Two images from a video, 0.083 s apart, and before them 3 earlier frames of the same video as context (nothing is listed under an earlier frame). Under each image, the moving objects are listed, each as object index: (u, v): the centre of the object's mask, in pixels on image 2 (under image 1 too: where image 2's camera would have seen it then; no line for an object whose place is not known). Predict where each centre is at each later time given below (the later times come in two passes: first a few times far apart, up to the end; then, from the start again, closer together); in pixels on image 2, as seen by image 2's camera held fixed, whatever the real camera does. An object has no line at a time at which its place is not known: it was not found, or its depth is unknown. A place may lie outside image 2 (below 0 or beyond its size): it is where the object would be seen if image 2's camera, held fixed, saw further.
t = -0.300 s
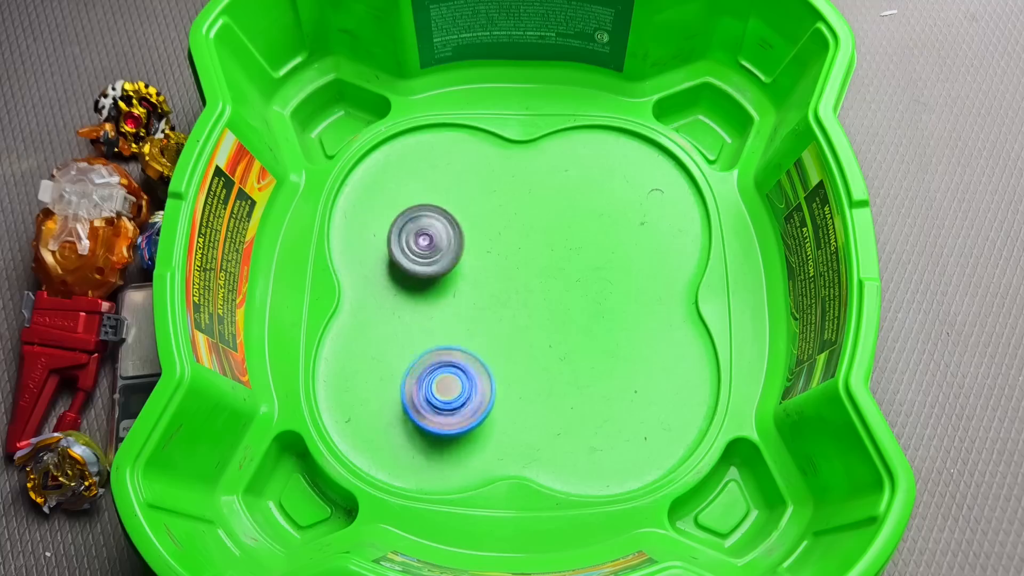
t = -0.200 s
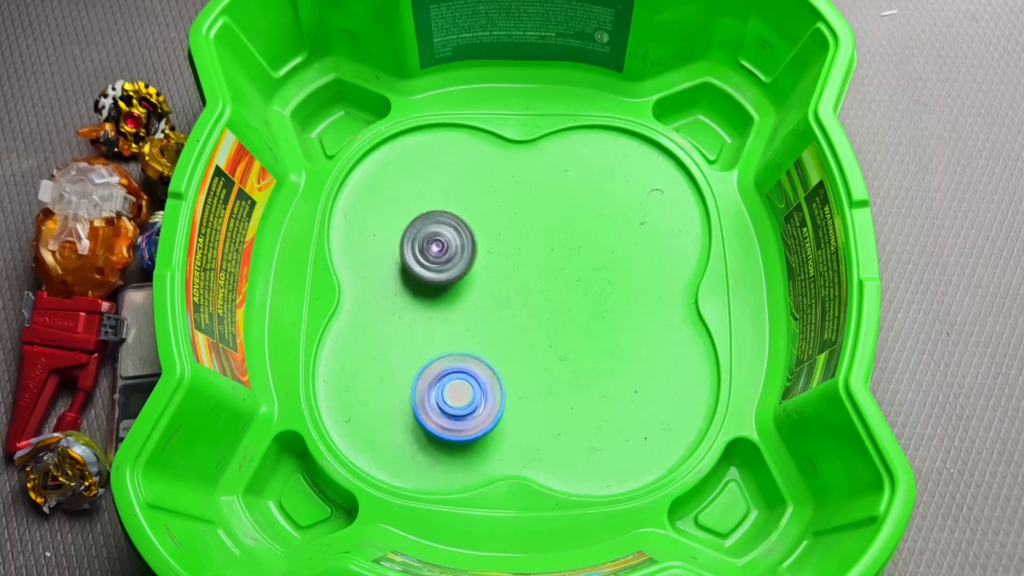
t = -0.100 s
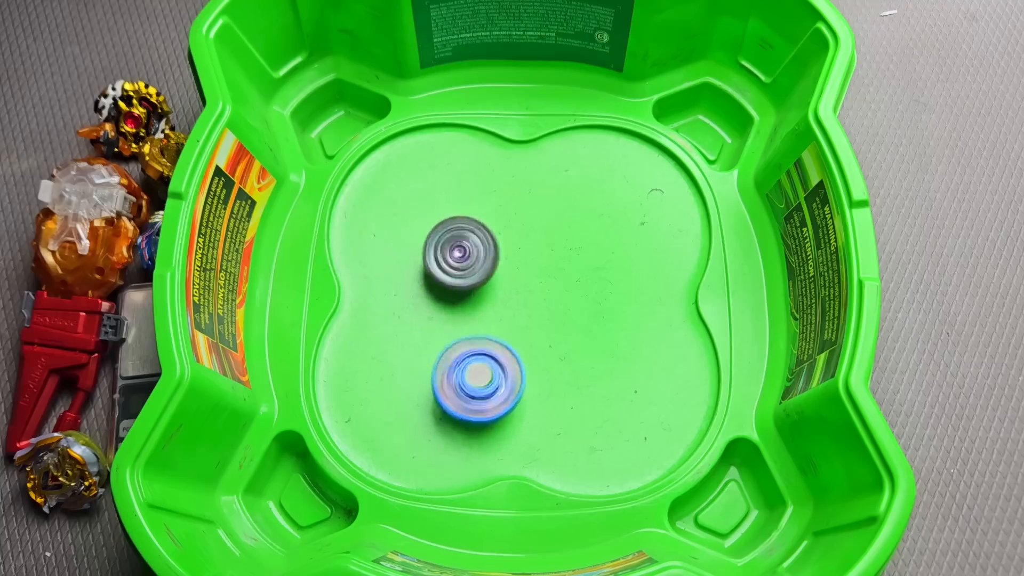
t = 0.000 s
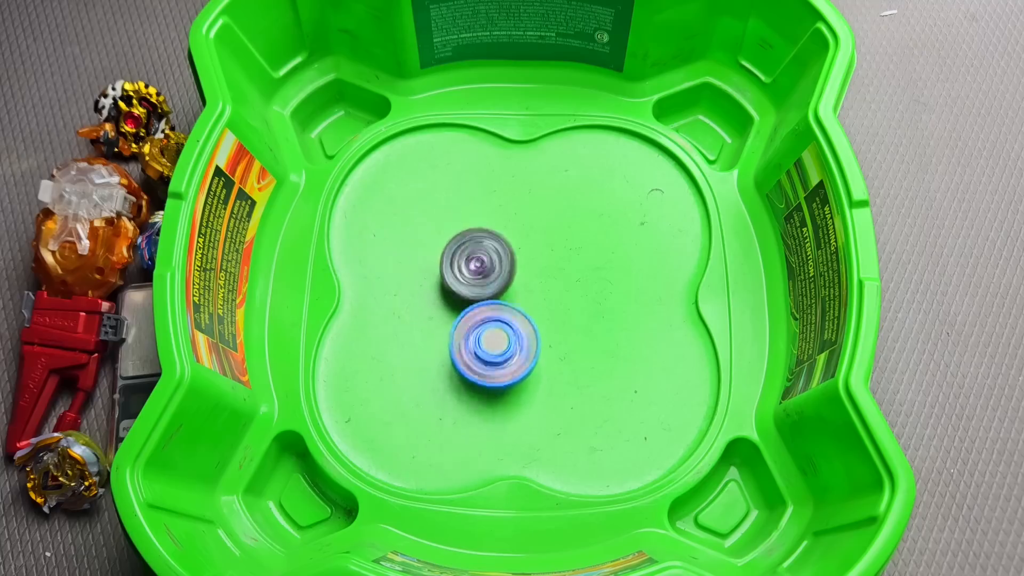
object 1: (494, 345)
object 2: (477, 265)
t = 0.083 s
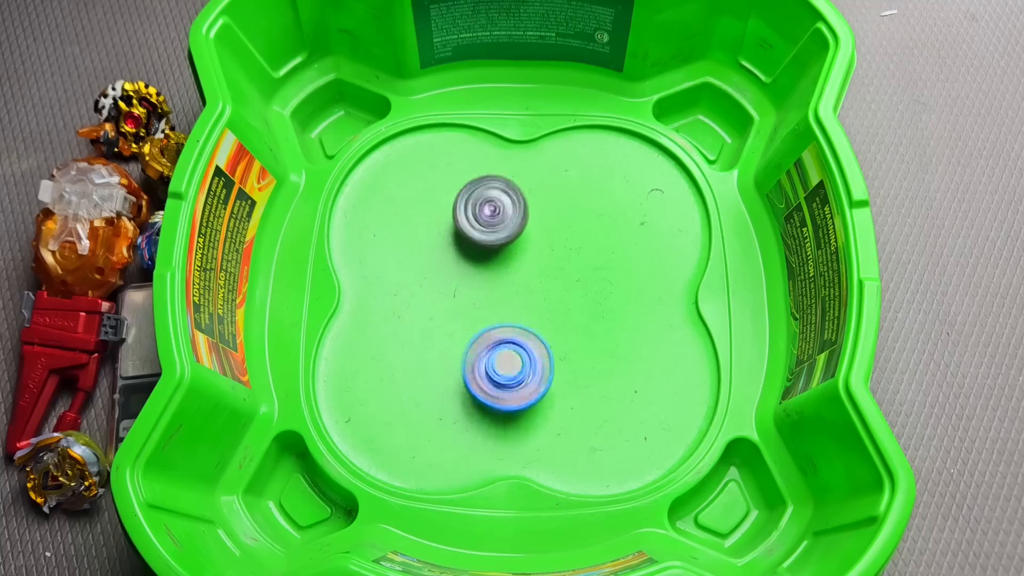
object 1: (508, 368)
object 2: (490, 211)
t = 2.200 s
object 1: (456, 259)
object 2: (571, 160)
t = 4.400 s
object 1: (546, 363)
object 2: (462, 265)
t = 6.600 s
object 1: (524, 249)
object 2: (544, 364)
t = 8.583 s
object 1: (539, 257)
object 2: (470, 288)
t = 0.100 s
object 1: (511, 369)
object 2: (494, 206)
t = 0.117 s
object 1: (515, 371)
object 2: (496, 202)
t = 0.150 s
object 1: (522, 370)
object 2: (501, 200)
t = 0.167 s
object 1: (526, 369)
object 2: (503, 198)
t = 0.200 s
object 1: (532, 365)
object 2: (506, 200)
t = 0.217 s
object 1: (536, 362)
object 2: (507, 199)
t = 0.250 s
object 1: (540, 354)
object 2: (509, 202)
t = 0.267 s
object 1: (541, 349)
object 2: (510, 203)
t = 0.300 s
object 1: (544, 338)
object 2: (512, 206)
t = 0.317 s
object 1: (544, 333)
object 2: (513, 207)
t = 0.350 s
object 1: (540, 319)
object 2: (514, 212)
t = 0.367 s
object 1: (538, 312)
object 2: (515, 213)
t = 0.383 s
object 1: (534, 304)
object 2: (515, 215)
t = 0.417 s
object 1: (523, 299)
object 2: (516, 214)
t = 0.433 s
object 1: (517, 311)
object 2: (518, 195)
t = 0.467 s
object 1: (507, 334)
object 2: (522, 163)
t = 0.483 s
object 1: (504, 344)
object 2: (526, 151)
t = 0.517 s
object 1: (499, 367)
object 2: (530, 133)
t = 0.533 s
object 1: (497, 378)
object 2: (532, 131)
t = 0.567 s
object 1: (497, 399)
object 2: (534, 138)
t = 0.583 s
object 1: (498, 410)
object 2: (535, 143)
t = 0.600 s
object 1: (499, 420)
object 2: (534, 145)
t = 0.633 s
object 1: (503, 438)
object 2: (533, 154)
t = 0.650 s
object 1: (506, 447)
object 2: (534, 157)
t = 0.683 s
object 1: (515, 458)
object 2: (532, 164)
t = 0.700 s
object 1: (520, 460)
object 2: (533, 167)
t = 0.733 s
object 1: (536, 457)
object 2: (532, 174)
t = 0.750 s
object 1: (542, 455)
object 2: (532, 175)
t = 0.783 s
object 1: (553, 451)
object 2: (531, 179)
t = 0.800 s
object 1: (556, 449)
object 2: (530, 181)
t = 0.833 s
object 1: (560, 444)
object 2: (529, 186)
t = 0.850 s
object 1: (562, 441)
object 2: (527, 189)
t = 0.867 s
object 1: (563, 436)
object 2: (528, 191)
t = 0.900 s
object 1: (564, 426)
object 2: (526, 197)
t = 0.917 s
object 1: (563, 420)
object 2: (526, 197)
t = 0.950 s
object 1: (562, 407)
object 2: (526, 203)
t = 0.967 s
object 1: (560, 399)
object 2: (524, 206)
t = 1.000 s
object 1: (556, 382)
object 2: (524, 211)
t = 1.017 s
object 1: (553, 373)
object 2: (523, 214)
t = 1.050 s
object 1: (544, 354)
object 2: (522, 220)
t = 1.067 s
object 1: (538, 345)
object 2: (523, 224)
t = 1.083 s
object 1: (532, 336)
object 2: (522, 226)
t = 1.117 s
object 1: (517, 318)
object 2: (520, 233)
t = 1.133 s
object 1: (509, 313)
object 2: (519, 236)
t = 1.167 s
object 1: (484, 323)
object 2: (528, 211)
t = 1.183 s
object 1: (474, 327)
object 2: (531, 202)
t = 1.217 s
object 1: (453, 335)
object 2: (537, 185)
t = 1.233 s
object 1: (444, 340)
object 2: (540, 179)
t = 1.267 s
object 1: (428, 350)
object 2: (545, 173)
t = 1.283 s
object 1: (419, 355)
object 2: (546, 171)
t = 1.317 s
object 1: (404, 367)
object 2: (550, 173)
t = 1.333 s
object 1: (398, 373)
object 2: (551, 176)
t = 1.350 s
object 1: (391, 379)
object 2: (552, 179)
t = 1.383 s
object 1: (383, 390)
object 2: (551, 184)
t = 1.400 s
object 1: (380, 396)
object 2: (549, 187)
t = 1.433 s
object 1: (376, 404)
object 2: (546, 190)
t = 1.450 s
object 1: (375, 408)
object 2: (546, 191)
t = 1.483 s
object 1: (375, 414)
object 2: (542, 194)
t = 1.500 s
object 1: (375, 415)
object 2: (541, 194)
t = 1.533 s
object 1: (378, 419)
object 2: (538, 197)
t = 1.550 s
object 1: (380, 419)
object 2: (536, 198)
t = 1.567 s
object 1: (382, 419)
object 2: (535, 199)
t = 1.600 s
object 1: (387, 415)
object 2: (532, 203)
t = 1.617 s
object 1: (391, 414)
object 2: (530, 204)
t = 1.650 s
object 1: (398, 409)
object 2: (528, 207)
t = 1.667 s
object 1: (402, 407)
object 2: (527, 209)
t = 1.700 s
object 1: (412, 400)
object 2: (524, 214)
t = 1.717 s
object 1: (417, 396)
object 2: (524, 214)
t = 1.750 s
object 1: (429, 387)
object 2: (521, 219)
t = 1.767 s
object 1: (436, 381)
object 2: (519, 220)
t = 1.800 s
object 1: (450, 367)
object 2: (516, 224)
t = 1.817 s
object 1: (456, 360)
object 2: (516, 226)
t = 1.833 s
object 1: (461, 351)
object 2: (514, 227)
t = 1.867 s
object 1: (473, 334)
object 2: (511, 231)
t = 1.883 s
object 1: (478, 325)
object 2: (509, 235)
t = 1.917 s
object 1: (482, 311)
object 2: (513, 231)
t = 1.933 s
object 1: (478, 311)
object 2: (520, 221)
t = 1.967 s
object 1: (473, 310)
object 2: (537, 200)
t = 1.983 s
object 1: (472, 309)
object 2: (545, 189)
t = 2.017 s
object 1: (470, 302)
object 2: (555, 176)
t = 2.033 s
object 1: (469, 298)
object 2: (559, 171)
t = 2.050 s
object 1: (468, 293)
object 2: (563, 168)
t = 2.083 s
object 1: (465, 284)
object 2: (569, 165)
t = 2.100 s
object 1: (464, 281)
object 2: (569, 164)
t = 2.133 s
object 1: (461, 272)
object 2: (570, 163)
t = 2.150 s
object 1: (460, 269)
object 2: (571, 160)
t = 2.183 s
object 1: (457, 262)
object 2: (571, 159)
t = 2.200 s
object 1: (456, 259)
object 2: (571, 160)
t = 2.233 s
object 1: (455, 254)
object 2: (571, 161)
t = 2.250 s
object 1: (453, 252)
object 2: (570, 161)
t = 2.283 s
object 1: (453, 248)
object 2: (570, 162)
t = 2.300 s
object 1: (454, 247)
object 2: (570, 164)
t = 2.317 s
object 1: (455, 245)
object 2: (570, 164)
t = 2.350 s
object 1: (457, 244)
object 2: (569, 166)
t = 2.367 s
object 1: (457, 244)
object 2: (569, 168)
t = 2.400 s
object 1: (459, 244)
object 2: (568, 170)
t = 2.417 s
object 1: (461, 243)
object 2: (566, 172)
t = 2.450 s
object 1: (465, 244)
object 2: (565, 175)
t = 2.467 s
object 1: (466, 244)
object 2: (565, 176)
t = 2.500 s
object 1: (472, 245)
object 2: (563, 180)
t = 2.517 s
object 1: (475, 247)
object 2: (562, 182)
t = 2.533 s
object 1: (478, 247)
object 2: (562, 183)
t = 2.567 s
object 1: (485, 250)
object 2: (559, 188)
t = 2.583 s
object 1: (489, 252)
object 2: (558, 191)
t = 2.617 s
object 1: (496, 255)
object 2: (555, 196)
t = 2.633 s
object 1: (498, 259)
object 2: (556, 198)
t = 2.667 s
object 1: (502, 266)
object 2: (557, 201)
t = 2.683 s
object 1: (501, 271)
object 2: (561, 201)
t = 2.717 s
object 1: (502, 282)
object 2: (566, 202)
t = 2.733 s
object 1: (504, 288)
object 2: (565, 203)
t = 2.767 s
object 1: (507, 296)
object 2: (564, 207)
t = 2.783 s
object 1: (510, 301)
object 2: (564, 207)
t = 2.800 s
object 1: (512, 305)
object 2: (562, 209)
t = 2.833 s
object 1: (521, 315)
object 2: (560, 212)
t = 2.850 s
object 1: (526, 318)
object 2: (559, 212)
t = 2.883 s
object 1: (535, 324)
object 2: (556, 216)
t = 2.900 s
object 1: (540, 326)
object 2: (555, 217)
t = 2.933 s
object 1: (548, 328)
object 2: (551, 221)
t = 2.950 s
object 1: (551, 328)
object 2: (548, 223)
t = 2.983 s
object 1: (558, 328)
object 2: (543, 227)
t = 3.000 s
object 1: (561, 328)
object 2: (541, 228)
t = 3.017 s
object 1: (562, 327)
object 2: (537, 231)
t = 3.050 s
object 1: (566, 324)
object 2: (532, 236)
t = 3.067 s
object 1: (569, 323)
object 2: (527, 239)
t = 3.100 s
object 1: (568, 318)
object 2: (520, 243)
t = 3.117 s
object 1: (567, 317)
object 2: (517, 244)
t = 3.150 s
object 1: (566, 313)
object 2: (509, 249)
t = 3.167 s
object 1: (564, 310)
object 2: (505, 252)
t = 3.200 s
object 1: (563, 307)
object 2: (496, 255)
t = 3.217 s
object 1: (567, 311)
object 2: (487, 252)
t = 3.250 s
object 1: (573, 318)
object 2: (467, 245)
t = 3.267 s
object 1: (578, 321)
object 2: (459, 244)
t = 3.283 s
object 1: (580, 323)
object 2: (450, 243)
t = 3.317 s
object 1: (584, 326)
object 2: (434, 242)
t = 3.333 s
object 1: (586, 327)
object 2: (425, 241)
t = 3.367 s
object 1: (587, 327)
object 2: (412, 241)
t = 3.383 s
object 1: (588, 329)
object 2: (406, 240)
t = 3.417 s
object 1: (587, 328)
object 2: (393, 238)
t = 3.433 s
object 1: (586, 327)
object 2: (390, 238)
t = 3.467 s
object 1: (583, 328)
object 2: (382, 236)
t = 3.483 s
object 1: (583, 327)
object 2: (380, 235)
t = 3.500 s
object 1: (580, 327)
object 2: (377, 233)
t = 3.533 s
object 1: (575, 325)
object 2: (374, 232)
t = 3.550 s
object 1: (571, 324)
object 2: (373, 231)
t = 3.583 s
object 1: (565, 322)
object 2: (370, 230)
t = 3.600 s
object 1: (562, 321)
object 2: (370, 229)
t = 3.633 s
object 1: (551, 318)
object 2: (369, 229)
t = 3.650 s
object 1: (546, 318)
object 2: (369, 229)
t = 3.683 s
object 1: (535, 317)
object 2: (369, 229)
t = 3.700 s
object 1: (528, 317)
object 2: (369, 229)
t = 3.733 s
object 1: (516, 317)
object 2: (370, 229)
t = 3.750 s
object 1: (509, 317)
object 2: (369, 229)
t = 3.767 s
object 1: (503, 319)
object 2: (371, 228)
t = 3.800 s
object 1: (490, 321)
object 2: (372, 229)
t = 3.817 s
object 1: (485, 323)
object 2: (374, 230)
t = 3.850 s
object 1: (475, 328)
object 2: (376, 230)
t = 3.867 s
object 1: (470, 330)
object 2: (377, 231)
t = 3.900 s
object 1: (462, 335)
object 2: (381, 233)
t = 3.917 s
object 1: (461, 337)
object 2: (382, 233)
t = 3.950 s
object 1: (457, 339)
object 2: (387, 237)
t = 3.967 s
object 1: (456, 341)
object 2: (389, 237)
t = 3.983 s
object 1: (455, 340)
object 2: (393, 240)
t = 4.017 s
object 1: (455, 343)
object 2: (399, 245)
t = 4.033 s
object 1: (455, 342)
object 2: (402, 249)
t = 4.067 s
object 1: (454, 342)
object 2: (411, 256)
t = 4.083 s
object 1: (457, 341)
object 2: (415, 261)
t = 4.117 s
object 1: (459, 341)
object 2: (425, 269)
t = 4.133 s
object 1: (462, 348)
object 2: (429, 264)
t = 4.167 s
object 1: (469, 360)
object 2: (436, 253)
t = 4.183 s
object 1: (473, 365)
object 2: (440, 250)
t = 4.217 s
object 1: (482, 372)
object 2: (447, 246)
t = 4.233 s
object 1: (488, 375)
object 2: (449, 246)
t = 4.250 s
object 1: (494, 377)
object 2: (451, 247)
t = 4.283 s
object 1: (506, 379)
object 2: (452, 251)
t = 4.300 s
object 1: (513, 379)
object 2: (453, 252)
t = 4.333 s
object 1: (525, 376)
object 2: (456, 256)
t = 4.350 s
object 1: (530, 374)
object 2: (457, 258)
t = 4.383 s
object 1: (541, 368)
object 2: (460, 263)
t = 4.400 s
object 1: (546, 363)
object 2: (462, 265)
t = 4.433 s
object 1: (554, 353)
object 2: (465, 272)
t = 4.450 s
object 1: (557, 349)
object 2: (467, 275)
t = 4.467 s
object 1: (560, 343)
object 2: (468, 279)
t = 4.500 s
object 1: (564, 332)
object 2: (473, 286)
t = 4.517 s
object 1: (566, 327)
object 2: (474, 290)
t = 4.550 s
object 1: (567, 315)
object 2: (478, 298)
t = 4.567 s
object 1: (569, 309)
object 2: (479, 301)
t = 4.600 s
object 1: (569, 298)
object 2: (482, 309)
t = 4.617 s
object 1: (568, 292)
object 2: (482, 313)
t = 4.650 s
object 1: (567, 281)
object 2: (485, 320)
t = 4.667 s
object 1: (566, 276)
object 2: (485, 323)
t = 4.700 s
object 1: (563, 265)
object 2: (486, 329)
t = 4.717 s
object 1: (561, 259)
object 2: (486, 331)
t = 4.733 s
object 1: (558, 254)
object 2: (487, 335)
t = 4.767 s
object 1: (554, 244)
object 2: (487, 340)
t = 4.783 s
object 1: (550, 240)
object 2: (487, 342)
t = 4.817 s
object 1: (543, 231)
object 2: (487, 345)
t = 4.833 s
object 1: (539, 227)
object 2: (487, 347)
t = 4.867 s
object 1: (530, 221)
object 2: (486, 349)
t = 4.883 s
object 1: (525, 219)
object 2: (487, 349)
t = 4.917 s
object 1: (514, 216)
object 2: (485, 352)
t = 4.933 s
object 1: (509, 215)
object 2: (486, 352)
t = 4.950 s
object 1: (502, 215)
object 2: (485, 351)
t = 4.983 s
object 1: (492, 217)
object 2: (486, 352)
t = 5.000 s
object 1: (487, 219)
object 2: (485, 352)
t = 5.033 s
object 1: (477, 225)
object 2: (486, 352)
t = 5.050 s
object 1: (473, 229)
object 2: (485, 352)
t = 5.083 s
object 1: (466, 238)
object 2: (486, 352)
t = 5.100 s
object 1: (463, 242)
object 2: (486, 352)
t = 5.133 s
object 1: (458, 252)
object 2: (486, 351)
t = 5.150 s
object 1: (456, 258)
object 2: (486, 351)
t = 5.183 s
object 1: (455, 269)
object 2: (487, 349)
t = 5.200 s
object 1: (453, 273)
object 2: (488, 349)
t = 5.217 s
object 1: (453, 272)
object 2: (489, 355)
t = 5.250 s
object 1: (453, 275)
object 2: (488, 362)
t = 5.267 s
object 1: (452, 276)
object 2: (488, 363)
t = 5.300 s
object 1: (453, 279)
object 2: (488, 361)
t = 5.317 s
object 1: (452, 279)
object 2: (490, 359)
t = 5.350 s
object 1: (454, 283)
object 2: (494, 360)
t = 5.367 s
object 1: (455, 285)
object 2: (496, 361)
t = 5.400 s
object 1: (459, 287)
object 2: (495, 362)
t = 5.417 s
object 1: (460, 290)
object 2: (496, 362)
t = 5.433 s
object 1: (461, 288)
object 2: (497, 371)
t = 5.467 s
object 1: (465, 278)
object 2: (501, 385)
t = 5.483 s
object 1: (468, 276)
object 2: (503, 389)
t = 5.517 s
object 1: (473, 273)
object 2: (507, 398)
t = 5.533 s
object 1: (476, 272)
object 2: (510, 399)
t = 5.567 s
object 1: (484, 269)
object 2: (513, 404)
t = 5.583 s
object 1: (487, 267)
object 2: (512, 408)
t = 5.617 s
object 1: (494, 263)
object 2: (515, 410)
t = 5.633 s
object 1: (498, 262)
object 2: (516, 411)
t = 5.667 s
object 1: (504, 258)
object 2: (515, 414)
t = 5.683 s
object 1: (508, 257)
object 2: (515, 413)
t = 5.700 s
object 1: (510, 255)
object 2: (516, 413)
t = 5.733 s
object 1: (517, 252)
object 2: (517, 413)
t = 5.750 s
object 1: (520, 250)
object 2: (518, 411)
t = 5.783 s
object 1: (525, 247)
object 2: (519, 411)
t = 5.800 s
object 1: (528, 245)
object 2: (520, 411)
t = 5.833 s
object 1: (531, 243)
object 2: (521, 409)
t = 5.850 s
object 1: (532, 242)
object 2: (521, 409)
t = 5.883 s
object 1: (532, 242)
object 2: (522, 407)
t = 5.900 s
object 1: (534, 242)
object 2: (521, 405)
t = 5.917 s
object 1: (535, 244)
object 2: (522, 404)
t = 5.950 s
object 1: (534, 244)
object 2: (523, 398)
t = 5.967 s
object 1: (535, 245)
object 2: (523, 394)
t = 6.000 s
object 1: (534, 249)
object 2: (526, 388)
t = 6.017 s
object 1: (533, 251)
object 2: (529, 383)
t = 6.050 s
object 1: (533, 256)
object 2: (532, 375)
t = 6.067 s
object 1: (532, 260)
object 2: (534, 371)
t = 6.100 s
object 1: (532, 266)
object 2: (538, 359)
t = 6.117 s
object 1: (531, 269)
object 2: (542, 354)
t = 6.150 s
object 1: (534, 269)
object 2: (540, 356)
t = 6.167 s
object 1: (536, 267)
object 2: (539, 355)
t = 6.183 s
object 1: (537, 266)
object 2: (540, 355)
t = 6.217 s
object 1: (538, 265)
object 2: (540, 354)
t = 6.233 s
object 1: (537, 264)
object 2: (541, 352)
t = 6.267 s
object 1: (539, 261)
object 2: (544, 351)
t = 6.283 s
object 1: (540, 261)
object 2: (545, 350)
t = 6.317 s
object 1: (541, 262)
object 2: (547, 351)
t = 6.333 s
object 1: (540, 263)
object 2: (548, 351)
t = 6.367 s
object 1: (537, 262)
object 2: (547, 350)
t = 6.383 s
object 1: (537, 262)
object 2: (548, 349)
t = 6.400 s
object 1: (537, 262)
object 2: (548, 348)
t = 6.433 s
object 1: (536, 262)
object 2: (549, 346)
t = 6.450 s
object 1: (535, 264)
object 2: (551, 344)
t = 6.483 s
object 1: (531, 264)
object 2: (552, 351)
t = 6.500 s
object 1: (529, 260)
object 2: (551, 357)
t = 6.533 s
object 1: (526, 256)
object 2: (547, 365)
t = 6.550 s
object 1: (524, 253)
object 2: (545, 365)
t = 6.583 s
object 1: (524, 250)
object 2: (544, 364)
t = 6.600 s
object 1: (524, 249)
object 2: (544, 364)
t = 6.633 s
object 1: (525, 246)
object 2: (545, 365)
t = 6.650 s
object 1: (527, 247)
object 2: (545, 365)
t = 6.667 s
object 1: (528, 248)
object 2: (545, 365)
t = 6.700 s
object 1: (530, 252)
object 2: (543, 363)
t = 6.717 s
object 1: (530, 255)
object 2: (543, 363)
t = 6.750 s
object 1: (530, 259)
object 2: (542, 359)
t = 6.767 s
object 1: (529, 261)
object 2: (541, 357)
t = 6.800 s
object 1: (528, 264)
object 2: (541, 351)
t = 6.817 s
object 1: (528, 264)
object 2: (539, 348)
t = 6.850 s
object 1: (528, 264)
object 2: (539, 342)
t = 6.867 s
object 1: (528, 265)
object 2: (538, 341)
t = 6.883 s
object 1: (529, 266)
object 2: (538, 338)
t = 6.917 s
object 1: (535, 267)
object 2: (534, 334)
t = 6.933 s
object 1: (542, 268)
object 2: (531, 331)
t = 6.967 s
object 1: (555, 269)
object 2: (527, 330)
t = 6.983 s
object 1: (561, 269)
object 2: (526, 329)
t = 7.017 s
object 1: (569, 266)
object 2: (520, 329)
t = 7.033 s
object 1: (572, 262)
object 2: (517, 327)
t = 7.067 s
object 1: (575, 255)
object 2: (514, 326)
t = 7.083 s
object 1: (575, 251)
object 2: (514, 323)
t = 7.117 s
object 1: (575, 246)
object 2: (515, 321)
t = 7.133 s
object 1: (575, 244)
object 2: (514, 320)
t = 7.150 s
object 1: (574, 243)
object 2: (514, 318)
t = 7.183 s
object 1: (573, 240)
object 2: (514, 317)
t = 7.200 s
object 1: (572, 238)
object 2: (514, 314)
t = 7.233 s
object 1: (570, 236)
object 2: (514, 311)
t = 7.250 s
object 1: (569, 235)
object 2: (514, 308)
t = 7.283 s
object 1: (568, 234)
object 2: (517, 304)
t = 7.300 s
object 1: (567, 233)
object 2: (518, 303)
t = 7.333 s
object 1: (566, 232)
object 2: (521, 300)
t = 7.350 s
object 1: (565, 232)
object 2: (524, 298)
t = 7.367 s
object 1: (565, 231)
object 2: (525, 298)
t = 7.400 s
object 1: (563, 230)
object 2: (528, 298)
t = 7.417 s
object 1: (562, 230)
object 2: (529, 298)
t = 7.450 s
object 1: (559, 229)
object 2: (531, 298)
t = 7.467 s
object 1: (557, 229)
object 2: (533, 298)
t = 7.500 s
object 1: (553, 229)
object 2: (535, 298)
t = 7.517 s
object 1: (551, 229)
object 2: (535, 299)
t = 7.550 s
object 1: (547, 229)
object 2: (535, 301)
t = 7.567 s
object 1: (545, 230)
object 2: (535, 302)
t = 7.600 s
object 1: (540, 232)
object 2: (533, 306)
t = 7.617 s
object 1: (538, 234)
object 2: (531, 307)
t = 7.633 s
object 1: (537, 234)
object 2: (526, 311)
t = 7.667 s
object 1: (537, 235)
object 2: (521, 316)
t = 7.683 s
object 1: (536, 237)
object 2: (517, 320)
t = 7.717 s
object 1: (535, 240)
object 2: (511, 325)
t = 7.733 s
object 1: (535, 242)
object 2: (506, 327)
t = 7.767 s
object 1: (535, 248)
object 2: (500, 328)
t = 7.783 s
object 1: (535, 251)
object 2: (497, 331)
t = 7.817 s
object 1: (538, 257)
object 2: (493, 332)
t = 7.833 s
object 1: (541, 260)
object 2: (491, 331)
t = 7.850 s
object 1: (543, 262)
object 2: (489, 329)
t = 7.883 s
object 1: (548, 265)
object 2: (486, 327)
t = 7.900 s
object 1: (551, 266)
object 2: (484, 327)
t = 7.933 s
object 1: (555, 266)
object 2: (483, 326)
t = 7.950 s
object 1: (557, 266)
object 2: (484, 324)
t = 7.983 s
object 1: (560, 265)
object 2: (488, 318)
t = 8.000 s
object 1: (560, 265)
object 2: (488, 316)
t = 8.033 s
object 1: (561, 265)
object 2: (485, 316)
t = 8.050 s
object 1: (561, 265)
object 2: (482, 314)
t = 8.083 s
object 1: (560, 265)
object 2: (474, 306)
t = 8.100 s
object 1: (559, 266)
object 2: (472, 300)
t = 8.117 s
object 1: (557, 266)
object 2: (472, 296)
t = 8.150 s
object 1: (554, 266)
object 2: (472, 292)
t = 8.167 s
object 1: (552, 266)
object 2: (474, 290)
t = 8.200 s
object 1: (550, 265)
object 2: (473, 290)
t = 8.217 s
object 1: (549, 265)
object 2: (473, 289)
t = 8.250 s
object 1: (547, 264)
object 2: (471, 289)
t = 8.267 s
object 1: (546, 263)
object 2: (470, 288)
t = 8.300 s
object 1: (543, 262)
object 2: (469, 288)
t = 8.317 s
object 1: (542, 261)
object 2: (469, 288)
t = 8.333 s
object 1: (541, 260)
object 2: (469, 288)
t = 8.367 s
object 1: (540, 258)
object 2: (470, 288)
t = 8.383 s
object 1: (539, 257)
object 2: (471, 288)
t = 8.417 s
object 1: (539, 255)
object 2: (472, 288)
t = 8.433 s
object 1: (538, 255)
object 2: (472, 289)
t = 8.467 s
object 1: (538, 254)
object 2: (472, 288)
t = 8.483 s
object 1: (538, 254)
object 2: (472, 289)
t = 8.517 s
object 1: (538, 255)
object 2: (472, 289)
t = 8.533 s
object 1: (538, 255)
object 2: (472, 288)
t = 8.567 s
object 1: (539, 256)
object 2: (471, 288)
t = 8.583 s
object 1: (539, 257)
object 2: (470, 288)
